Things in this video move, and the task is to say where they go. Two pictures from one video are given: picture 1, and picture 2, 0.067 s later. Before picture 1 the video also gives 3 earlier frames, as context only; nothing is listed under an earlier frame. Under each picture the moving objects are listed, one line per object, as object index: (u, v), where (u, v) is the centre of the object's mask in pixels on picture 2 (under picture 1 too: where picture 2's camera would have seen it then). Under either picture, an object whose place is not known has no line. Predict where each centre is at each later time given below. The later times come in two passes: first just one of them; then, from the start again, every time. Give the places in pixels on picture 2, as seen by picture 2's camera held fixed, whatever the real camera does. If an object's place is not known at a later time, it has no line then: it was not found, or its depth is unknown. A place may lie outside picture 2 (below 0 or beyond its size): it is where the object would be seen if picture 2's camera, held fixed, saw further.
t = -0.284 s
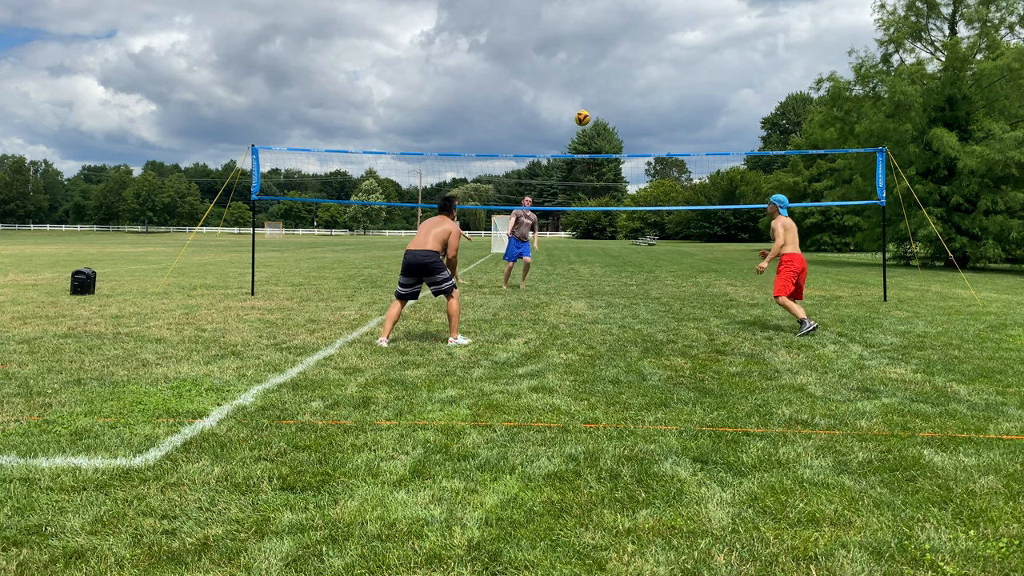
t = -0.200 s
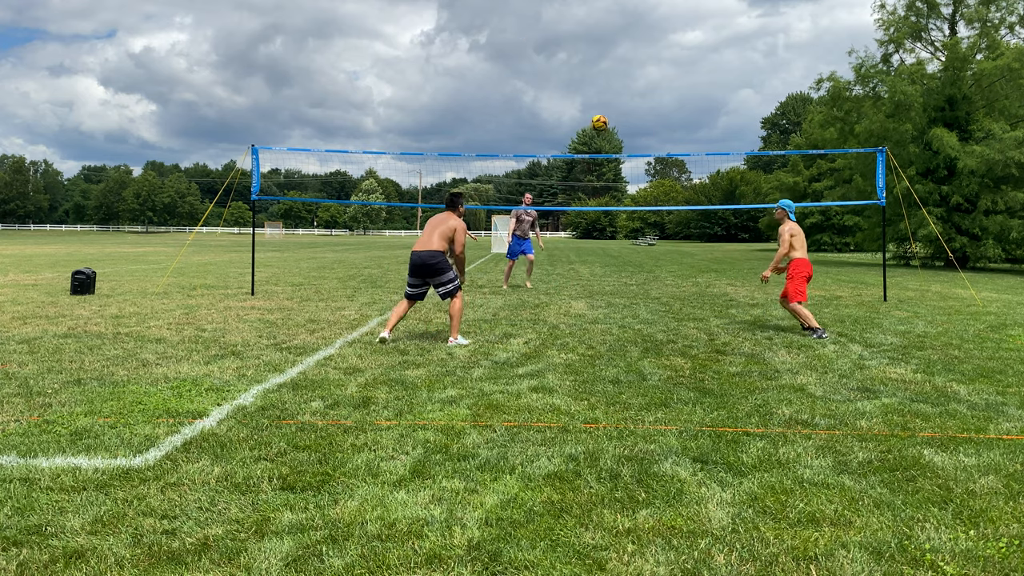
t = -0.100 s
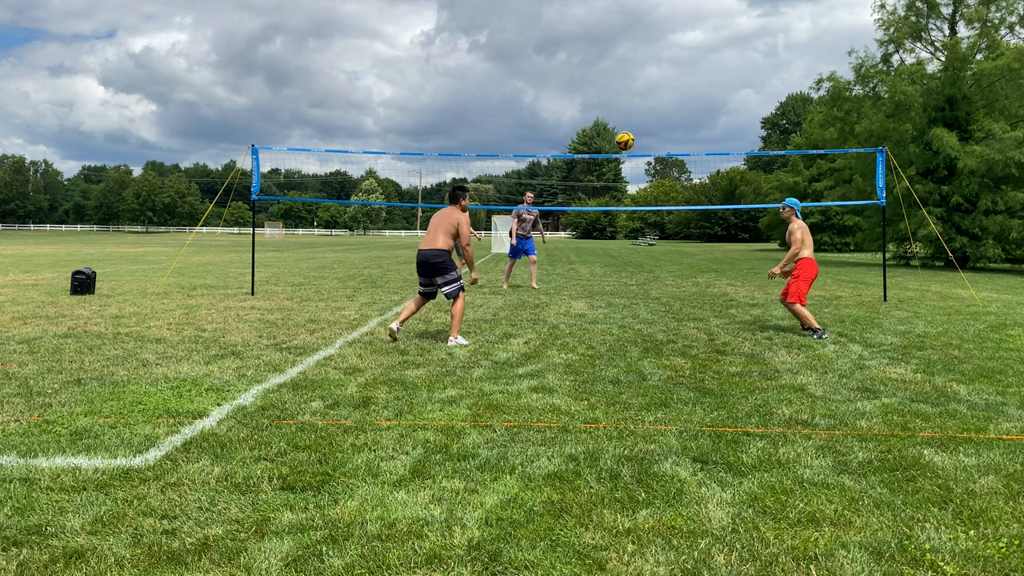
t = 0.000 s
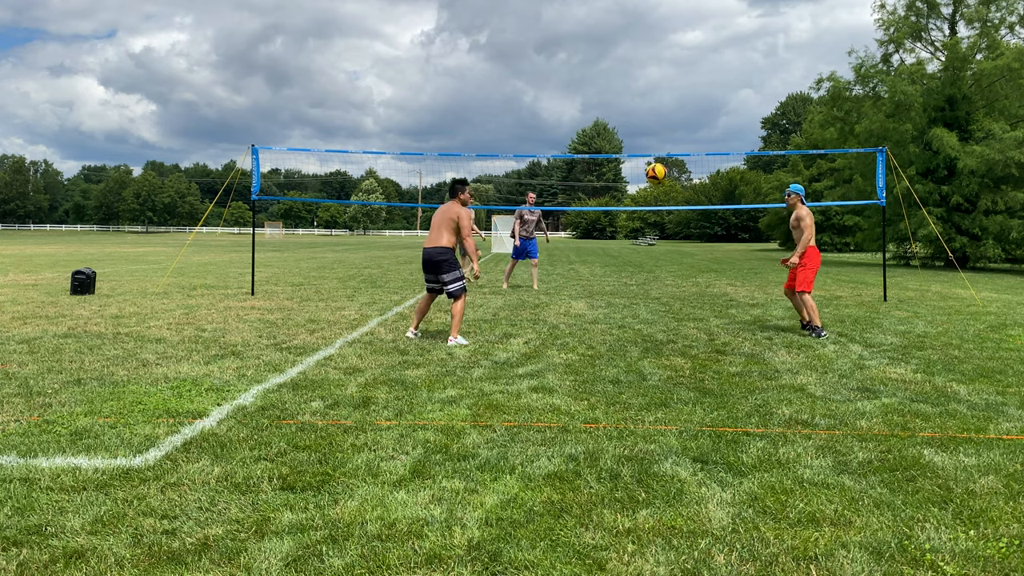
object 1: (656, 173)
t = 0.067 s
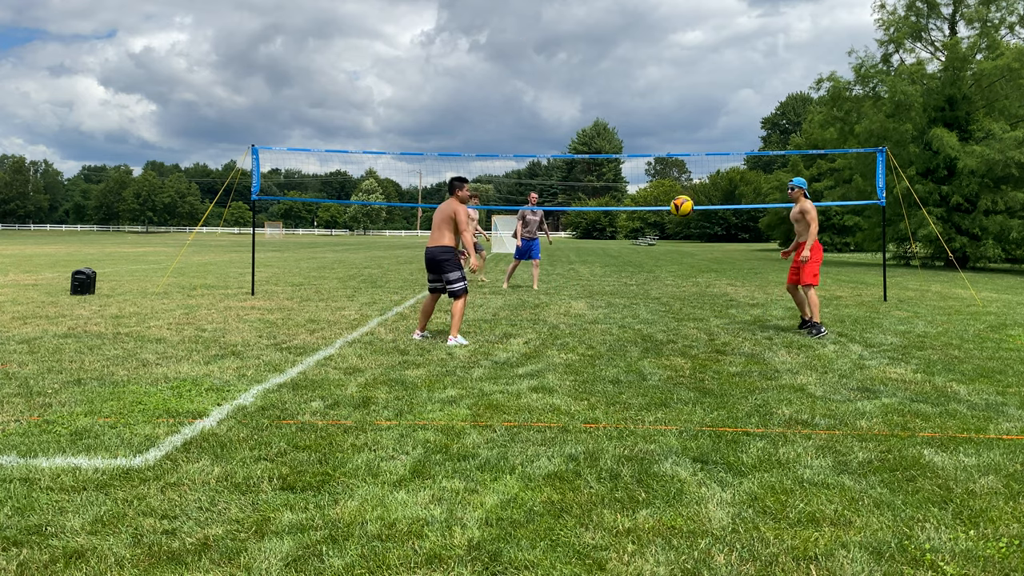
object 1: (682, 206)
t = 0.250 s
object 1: (778, 363)
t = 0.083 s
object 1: (689, 217)
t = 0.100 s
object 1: (696, 227)
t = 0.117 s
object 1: (704, 238)
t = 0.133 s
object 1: (712, 250)
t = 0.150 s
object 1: (720, 263)
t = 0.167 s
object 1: (729, 277)
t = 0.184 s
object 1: (737, 293)
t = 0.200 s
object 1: (747, 309)
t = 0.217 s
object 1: (757, 326)
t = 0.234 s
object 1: (767, 344)
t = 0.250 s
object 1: (778, 363)
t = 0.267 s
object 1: (787, 374)
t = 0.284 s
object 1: (796, 368)
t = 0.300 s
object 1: (805, 360)
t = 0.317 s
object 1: (815, 352)
